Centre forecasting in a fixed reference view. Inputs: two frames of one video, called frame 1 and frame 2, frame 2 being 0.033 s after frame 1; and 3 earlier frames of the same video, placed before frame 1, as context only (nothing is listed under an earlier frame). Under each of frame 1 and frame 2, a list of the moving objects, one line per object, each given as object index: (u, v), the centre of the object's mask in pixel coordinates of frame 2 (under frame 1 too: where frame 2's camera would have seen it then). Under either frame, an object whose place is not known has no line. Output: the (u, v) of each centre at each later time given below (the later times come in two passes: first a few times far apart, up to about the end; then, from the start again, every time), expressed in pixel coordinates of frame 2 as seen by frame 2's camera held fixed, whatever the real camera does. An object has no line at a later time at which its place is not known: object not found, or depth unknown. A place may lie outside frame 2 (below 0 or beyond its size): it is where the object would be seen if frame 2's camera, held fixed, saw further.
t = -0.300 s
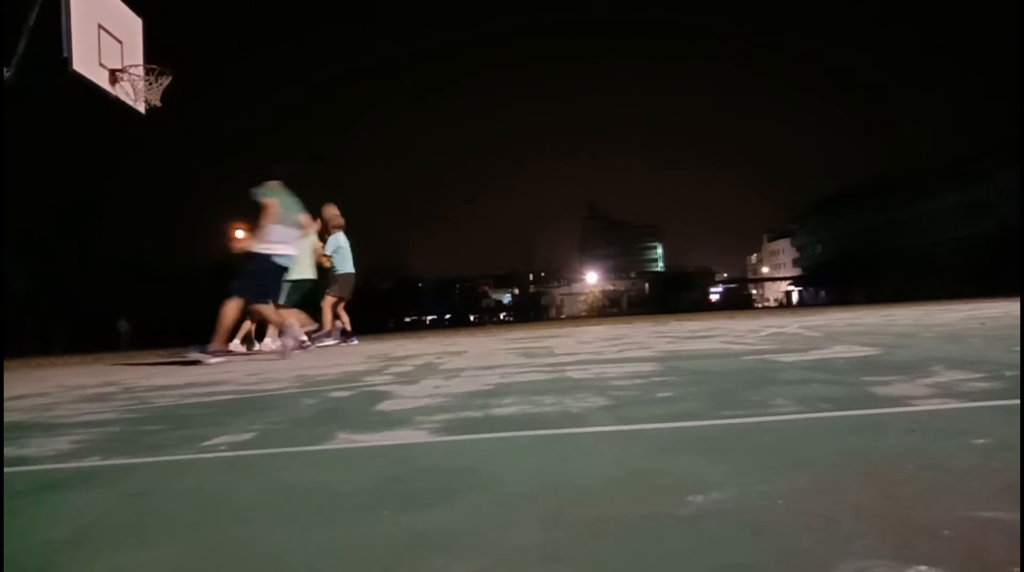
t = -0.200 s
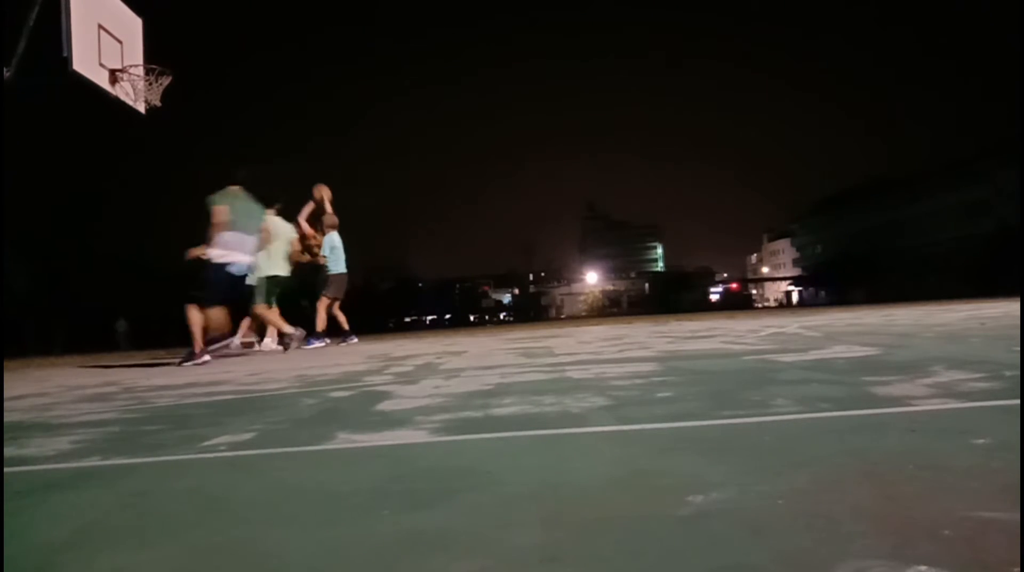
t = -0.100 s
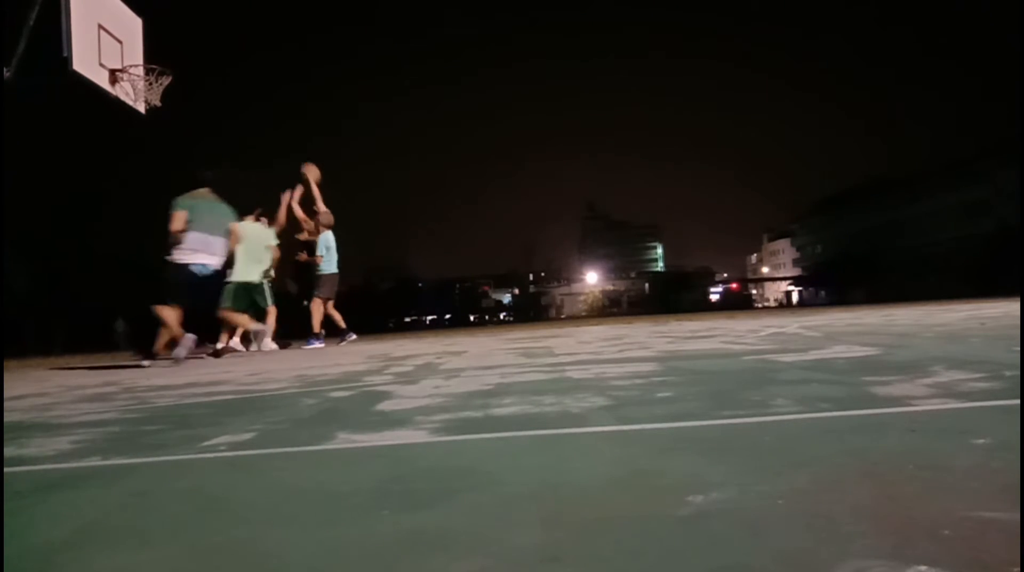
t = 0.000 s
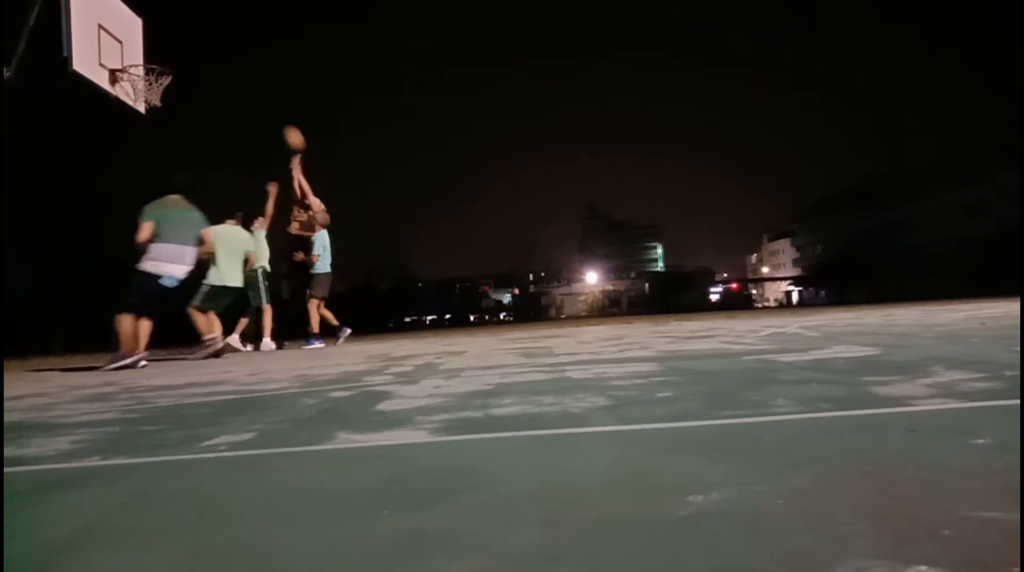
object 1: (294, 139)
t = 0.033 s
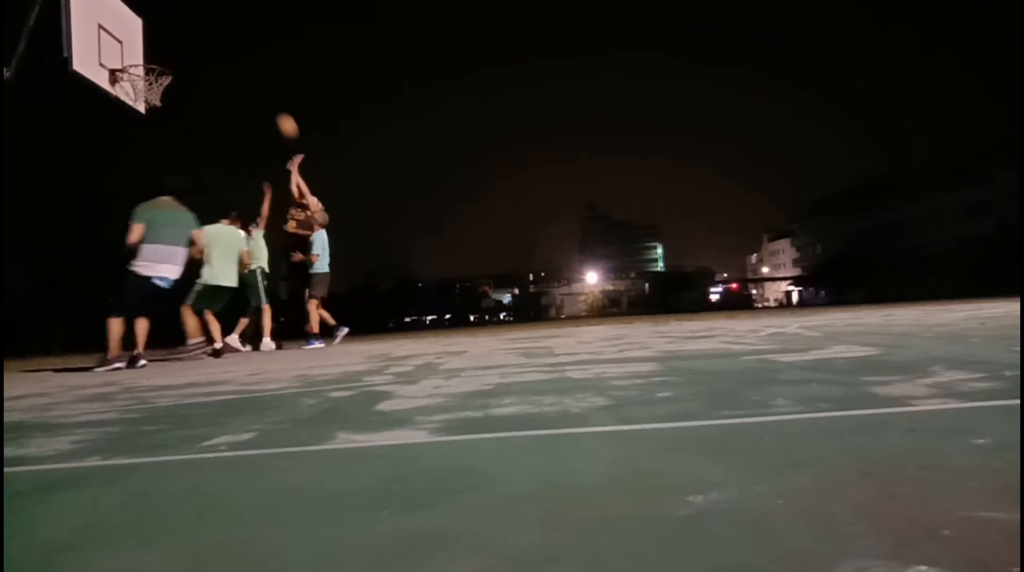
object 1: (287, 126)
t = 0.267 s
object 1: (238, 60)
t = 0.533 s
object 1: (177, 36)
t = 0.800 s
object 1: (120, 51)
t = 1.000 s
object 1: (85, 79)
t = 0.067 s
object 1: (280, 114)
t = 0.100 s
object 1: (273, 103)
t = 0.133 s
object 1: (267, 93)
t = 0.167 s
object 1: (259, 83)
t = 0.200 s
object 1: (252, 75)
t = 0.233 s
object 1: (245, 67)
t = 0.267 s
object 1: (238, 60)
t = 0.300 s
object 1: (231, 53)
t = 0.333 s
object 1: (223, 48)
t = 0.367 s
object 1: (216, 44)
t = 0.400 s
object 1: (208, 40)
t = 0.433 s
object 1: (200, 38)
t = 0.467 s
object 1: (193, 36)
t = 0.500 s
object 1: (185, 35)
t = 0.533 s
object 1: (177, 36)
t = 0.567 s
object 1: (170, 37)
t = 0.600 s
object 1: (162, 39)
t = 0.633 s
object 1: (154, 43)
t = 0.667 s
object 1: (146, 47)
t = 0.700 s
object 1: (138, 52)
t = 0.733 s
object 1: (132, 52)
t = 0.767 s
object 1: (125, 51)
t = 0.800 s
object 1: (120, 51)
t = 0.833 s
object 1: (114, 53)
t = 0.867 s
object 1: (107, 56)
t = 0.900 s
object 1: (102, 59)
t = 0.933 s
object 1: (96, 64)
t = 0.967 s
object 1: (90, 70)
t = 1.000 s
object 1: (85, 79)
